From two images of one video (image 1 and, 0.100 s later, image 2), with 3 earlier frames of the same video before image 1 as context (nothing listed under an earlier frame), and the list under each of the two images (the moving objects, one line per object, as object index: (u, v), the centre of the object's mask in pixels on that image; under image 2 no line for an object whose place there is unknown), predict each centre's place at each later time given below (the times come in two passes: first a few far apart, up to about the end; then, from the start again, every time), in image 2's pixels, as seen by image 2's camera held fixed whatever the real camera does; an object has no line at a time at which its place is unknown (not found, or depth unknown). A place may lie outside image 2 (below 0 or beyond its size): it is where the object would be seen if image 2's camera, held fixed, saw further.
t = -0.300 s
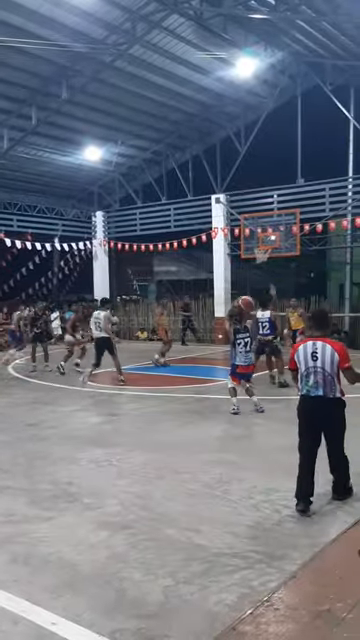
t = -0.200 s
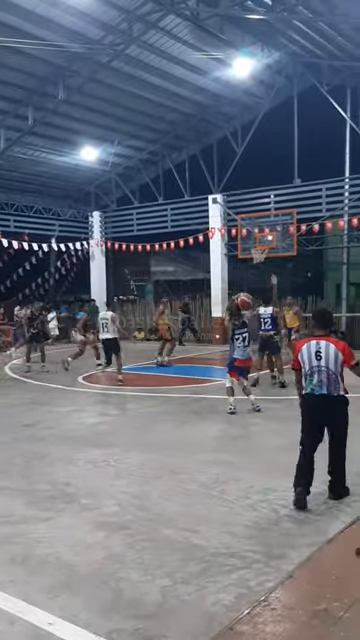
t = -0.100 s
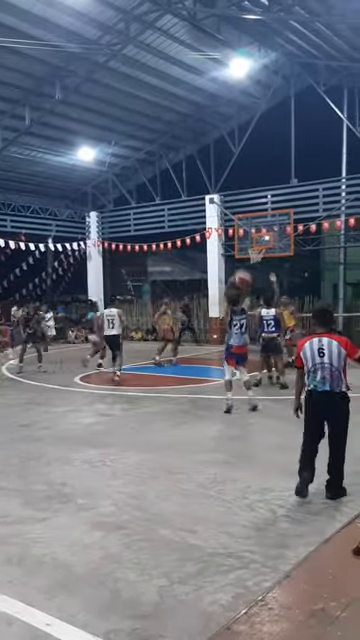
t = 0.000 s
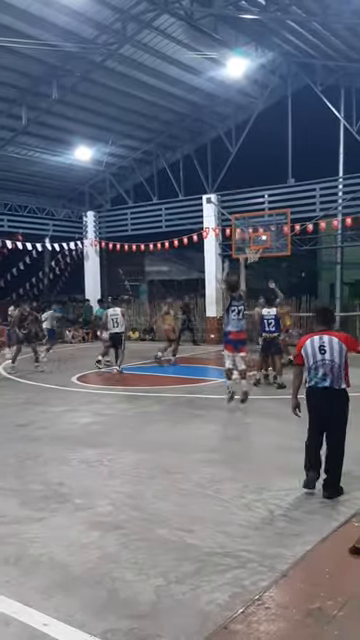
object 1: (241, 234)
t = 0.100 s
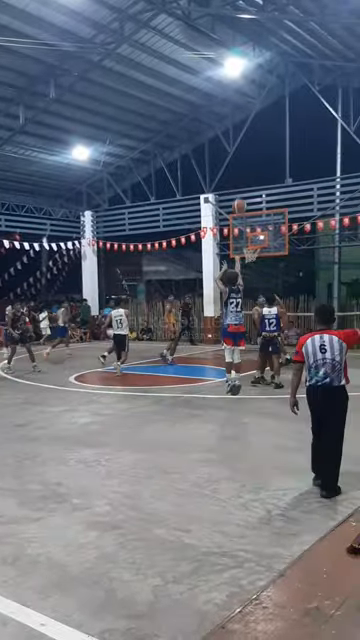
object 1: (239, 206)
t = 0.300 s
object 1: (239, 170)
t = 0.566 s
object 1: (239, 161)
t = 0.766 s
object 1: (239, 174)
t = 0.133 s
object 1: (239, 197)
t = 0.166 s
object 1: (238, 191)
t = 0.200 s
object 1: (239, 184)
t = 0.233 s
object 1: (239, 178)
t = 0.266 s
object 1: (239, 174)
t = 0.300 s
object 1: (239, 170)
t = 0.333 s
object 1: (239, 166)
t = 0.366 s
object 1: (239, 164)
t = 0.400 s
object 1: (239, 162)
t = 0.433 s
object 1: (239, 161)
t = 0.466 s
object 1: (239, 160)
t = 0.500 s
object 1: (239, 160)
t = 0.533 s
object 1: (239, 160)
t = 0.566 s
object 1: (239, 161)
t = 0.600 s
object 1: (239, 162)
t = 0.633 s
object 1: (239, 164)
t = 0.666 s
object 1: (239, 166)
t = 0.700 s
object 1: (239, 169)
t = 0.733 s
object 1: (239, 172)
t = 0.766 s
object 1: (239, 174)
